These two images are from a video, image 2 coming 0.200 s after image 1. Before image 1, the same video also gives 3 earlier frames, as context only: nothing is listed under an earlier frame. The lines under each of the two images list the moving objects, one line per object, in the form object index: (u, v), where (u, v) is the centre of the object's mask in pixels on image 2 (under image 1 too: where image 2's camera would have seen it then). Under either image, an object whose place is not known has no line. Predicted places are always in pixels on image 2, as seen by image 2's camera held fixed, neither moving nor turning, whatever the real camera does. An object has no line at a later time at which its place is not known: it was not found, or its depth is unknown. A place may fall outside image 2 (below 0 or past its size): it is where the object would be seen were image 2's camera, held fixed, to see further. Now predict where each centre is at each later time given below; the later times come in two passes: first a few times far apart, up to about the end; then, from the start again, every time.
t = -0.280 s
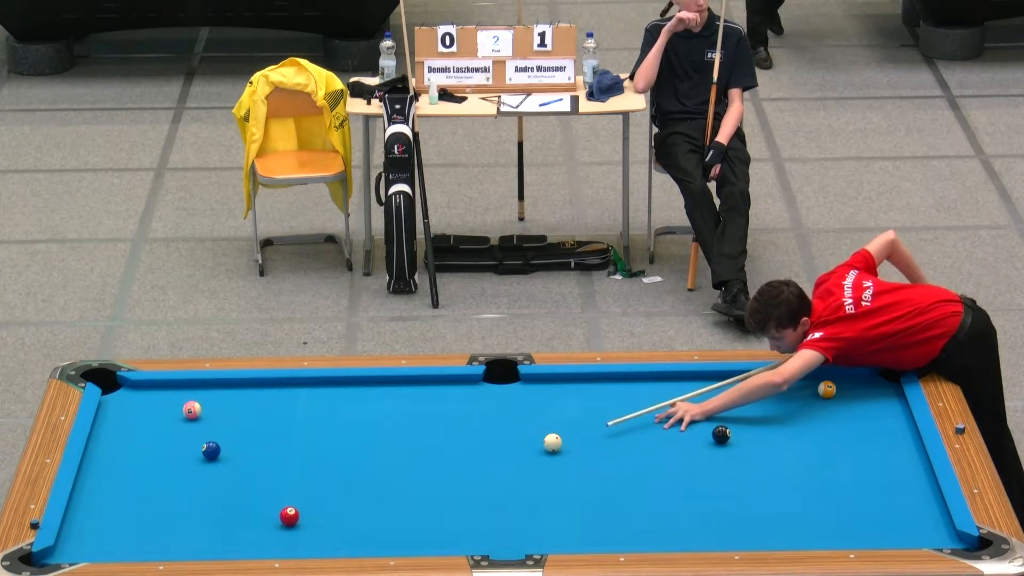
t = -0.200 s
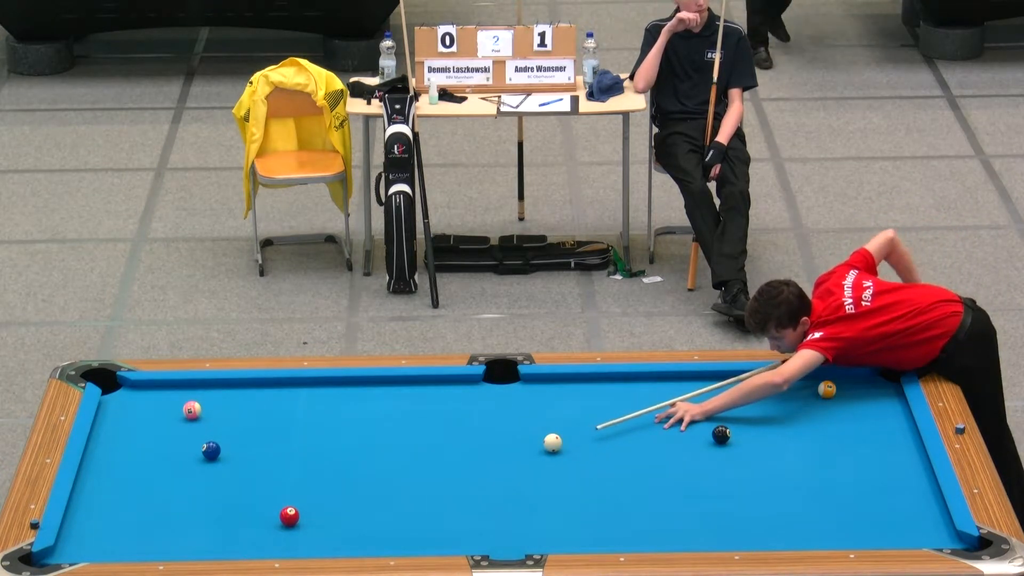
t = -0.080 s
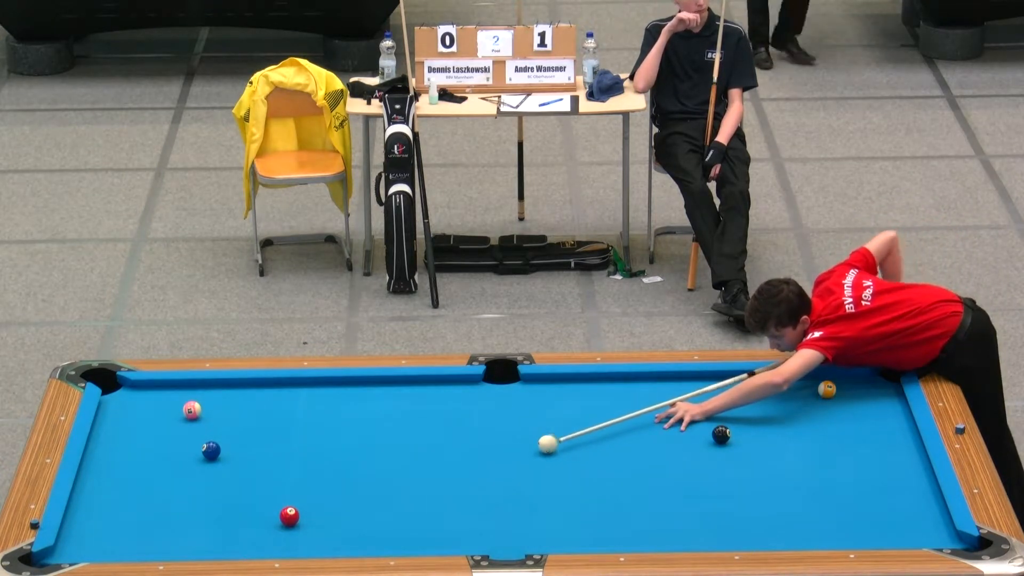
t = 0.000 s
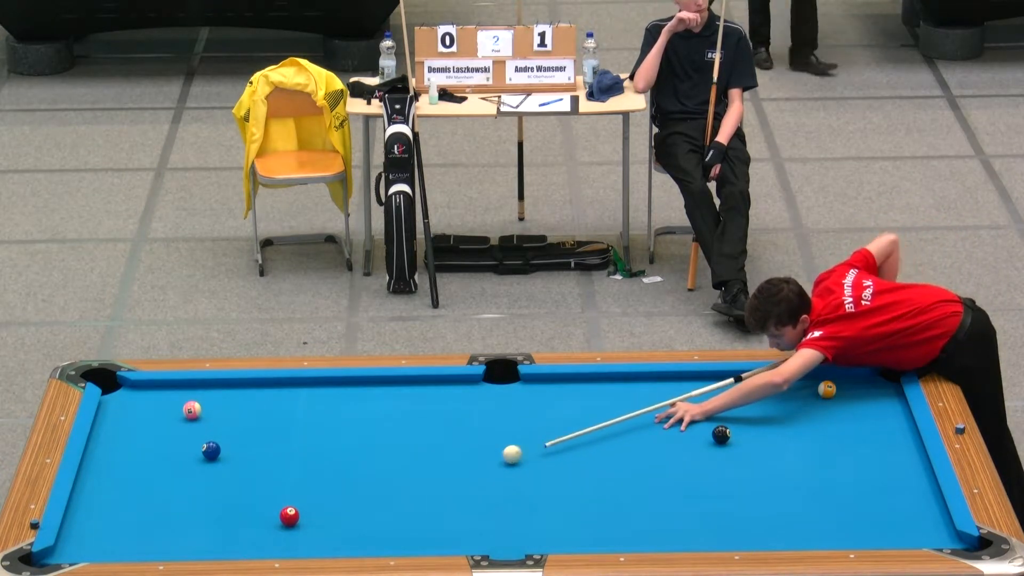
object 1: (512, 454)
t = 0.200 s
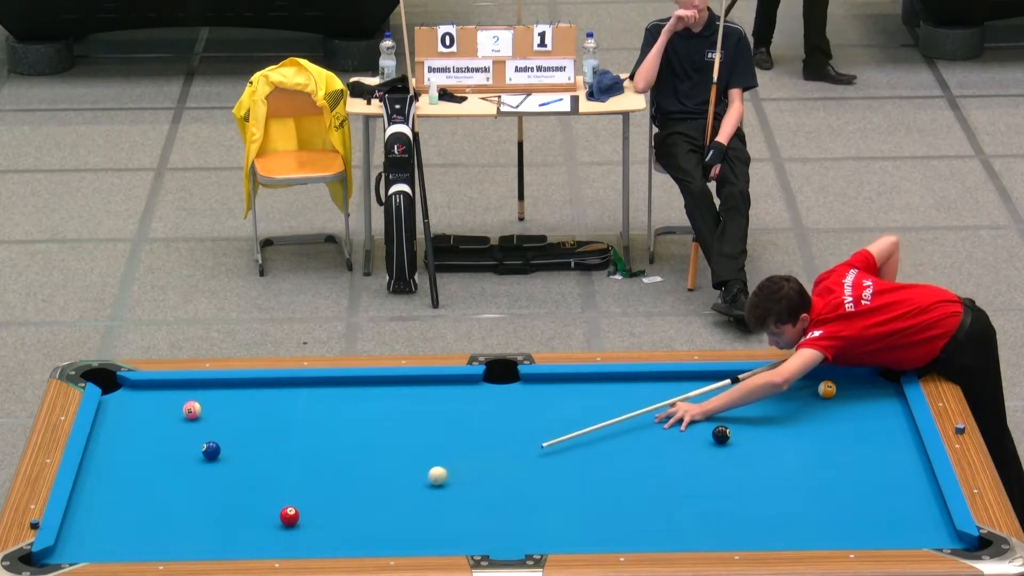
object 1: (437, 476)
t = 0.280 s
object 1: (409, 484)
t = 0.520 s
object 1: (322, 510)
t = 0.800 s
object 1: (301, 526)
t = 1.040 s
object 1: (288, 540)
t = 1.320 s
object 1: (276, 547)
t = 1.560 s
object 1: (273, 543)
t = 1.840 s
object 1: (270, 538)
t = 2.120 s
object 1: (267, 533)
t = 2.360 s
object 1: (266, 529)
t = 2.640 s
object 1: (264, 526)
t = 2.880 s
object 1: (263, 523)
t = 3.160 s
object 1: (262, 521)
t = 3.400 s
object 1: (262, 520)
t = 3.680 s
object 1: (262, 520)
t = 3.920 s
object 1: (262, 521)
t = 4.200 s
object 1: (262, 521)
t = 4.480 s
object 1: (261, 521)
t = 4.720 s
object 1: (262, 521)
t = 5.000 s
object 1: (261, 521)
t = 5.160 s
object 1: (261, 521)
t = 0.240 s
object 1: (423, 480)
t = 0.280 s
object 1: (409, 484)
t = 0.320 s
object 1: (394, 489)
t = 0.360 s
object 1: (380, 493)
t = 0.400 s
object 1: (365, 497)
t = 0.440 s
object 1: (351, 501)
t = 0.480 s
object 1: (336, 505)
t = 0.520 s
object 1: (322, 510)
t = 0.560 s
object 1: (308, 514)
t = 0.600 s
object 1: (309, 515)
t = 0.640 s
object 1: (309, 518)
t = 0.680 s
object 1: (307, 520)
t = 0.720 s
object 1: (305, 522)
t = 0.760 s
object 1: (303, 524)
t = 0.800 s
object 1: (301, 526)
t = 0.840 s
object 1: (299, 529)
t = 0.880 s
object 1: (296, 531)
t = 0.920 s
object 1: (294, 533)
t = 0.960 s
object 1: (292, 535)
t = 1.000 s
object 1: (290, 537)
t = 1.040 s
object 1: (288, 540)
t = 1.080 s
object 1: (286, 541)
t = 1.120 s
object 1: (284, 543)
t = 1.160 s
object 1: (282, 544)
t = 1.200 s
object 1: (280, 545)
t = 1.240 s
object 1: (278, 547)
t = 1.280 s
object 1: (276, 547)
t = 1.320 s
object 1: (276, 547)
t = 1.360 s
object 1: (275, 546)
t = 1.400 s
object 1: (275, 545)
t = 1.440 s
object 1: (275, 545)
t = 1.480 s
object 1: (274, 544)
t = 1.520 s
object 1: (274, 544)
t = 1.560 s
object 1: (273, 543)
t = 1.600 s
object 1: (273, 542)
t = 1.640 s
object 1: (272, 542)
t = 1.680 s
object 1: (272, 541)
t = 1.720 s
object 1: (272, 541)
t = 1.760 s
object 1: (271, 540)
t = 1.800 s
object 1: (270, 539)
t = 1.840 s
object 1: (270, 538)
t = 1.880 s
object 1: (269, 537)
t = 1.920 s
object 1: (269, 537)
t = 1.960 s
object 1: (269, 536)
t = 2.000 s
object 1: (268, 535)
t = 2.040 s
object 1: (268, 534)
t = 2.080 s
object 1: (268, 533)
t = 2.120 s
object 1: (267, 533)
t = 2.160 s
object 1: (267, 532)
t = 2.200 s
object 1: (267, 532)
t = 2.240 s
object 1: (266, 531)
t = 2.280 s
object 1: (266, 530)
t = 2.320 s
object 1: (266, 530)
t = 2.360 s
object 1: (266, 529)
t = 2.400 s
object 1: (265, 529)
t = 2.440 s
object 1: (265, 528)
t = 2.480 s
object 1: (265, 527)
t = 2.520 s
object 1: (265, 527)
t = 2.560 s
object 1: (265, 527)
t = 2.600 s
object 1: (264, 526)
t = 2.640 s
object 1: (264, 526)
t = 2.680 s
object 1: (264, 525)
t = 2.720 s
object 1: (264, 525)
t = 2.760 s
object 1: (263, 524)
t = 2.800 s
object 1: (263, 524)
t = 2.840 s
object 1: (263, 523)
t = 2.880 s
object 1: (263, 523)
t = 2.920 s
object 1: (263, 523)
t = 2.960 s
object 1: (263, 522)
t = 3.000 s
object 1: (263, 522)
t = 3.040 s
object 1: (263, 522)
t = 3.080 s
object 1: (263, 522)
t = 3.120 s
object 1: (262, 521)
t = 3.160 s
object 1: (262, 521)
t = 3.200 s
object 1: (262, 521)
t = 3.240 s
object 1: (262, 521)
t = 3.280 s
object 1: (262, 521)
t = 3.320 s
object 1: (262, 521)
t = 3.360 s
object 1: (262, 520)
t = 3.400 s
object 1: (262, 520)
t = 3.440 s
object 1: (261, 520)
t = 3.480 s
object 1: (261, 520)
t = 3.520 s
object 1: (261, 520)
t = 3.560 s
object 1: (261, 520)
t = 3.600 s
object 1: (262, 520)
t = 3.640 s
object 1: (262, 520)
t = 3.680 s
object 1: (262, 520)
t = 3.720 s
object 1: (262, 520)
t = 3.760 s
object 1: (261, 520)
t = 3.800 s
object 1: (262, 520)
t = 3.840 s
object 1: (262, 520)
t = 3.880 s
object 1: (262, 520)
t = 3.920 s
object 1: (262, 521)
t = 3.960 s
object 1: (262, 521)
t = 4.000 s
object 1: (262, 521)
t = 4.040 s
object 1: (262, 521)
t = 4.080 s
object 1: (262, 521)
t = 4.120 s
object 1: (262, 521)
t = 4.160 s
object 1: (262, 521)
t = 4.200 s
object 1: (262, 521)
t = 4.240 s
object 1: (262, 521)
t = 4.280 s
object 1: (262, 521)
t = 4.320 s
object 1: (262, 521)
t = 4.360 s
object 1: (262, 521)
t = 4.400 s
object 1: (262, 521)
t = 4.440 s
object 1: (262, 521)
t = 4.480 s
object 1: (261, 521)
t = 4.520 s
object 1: (262, 521)
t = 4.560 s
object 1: (262, 521)
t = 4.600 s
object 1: (262, 521)
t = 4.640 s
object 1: (261, 521)
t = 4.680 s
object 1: (262, 521)
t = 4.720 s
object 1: (262, 521)
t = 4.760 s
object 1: (261, 521)
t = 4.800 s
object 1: (261, 521)
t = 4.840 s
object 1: (262, 521)
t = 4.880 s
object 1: (262, 521)
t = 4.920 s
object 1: (261, 521)
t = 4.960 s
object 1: (261, 521)
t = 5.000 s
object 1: (261, 521)
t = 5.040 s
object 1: (262, 521)
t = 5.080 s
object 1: (261, 521)
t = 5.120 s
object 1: (261, 521)
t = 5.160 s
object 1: (261, 521)
